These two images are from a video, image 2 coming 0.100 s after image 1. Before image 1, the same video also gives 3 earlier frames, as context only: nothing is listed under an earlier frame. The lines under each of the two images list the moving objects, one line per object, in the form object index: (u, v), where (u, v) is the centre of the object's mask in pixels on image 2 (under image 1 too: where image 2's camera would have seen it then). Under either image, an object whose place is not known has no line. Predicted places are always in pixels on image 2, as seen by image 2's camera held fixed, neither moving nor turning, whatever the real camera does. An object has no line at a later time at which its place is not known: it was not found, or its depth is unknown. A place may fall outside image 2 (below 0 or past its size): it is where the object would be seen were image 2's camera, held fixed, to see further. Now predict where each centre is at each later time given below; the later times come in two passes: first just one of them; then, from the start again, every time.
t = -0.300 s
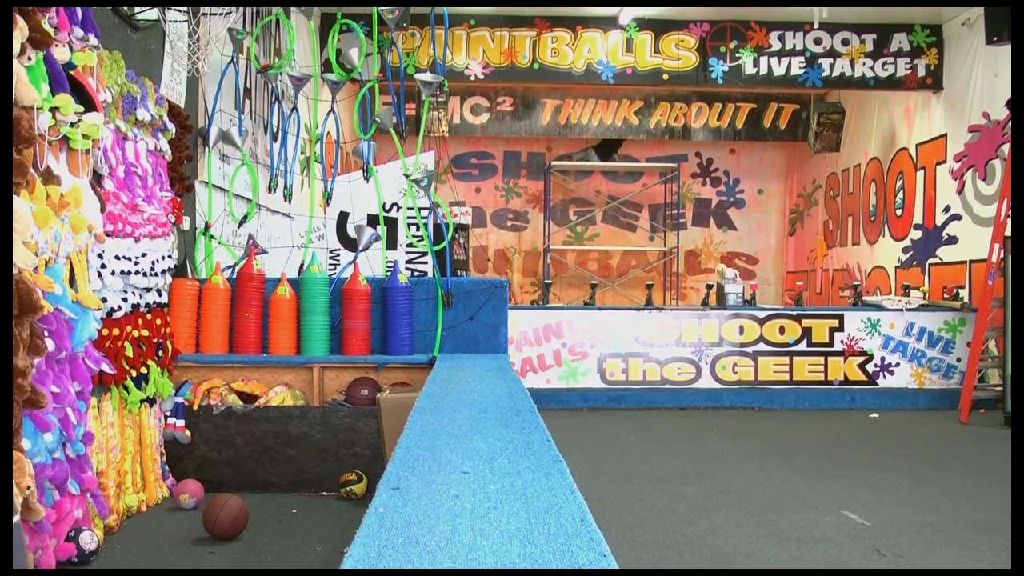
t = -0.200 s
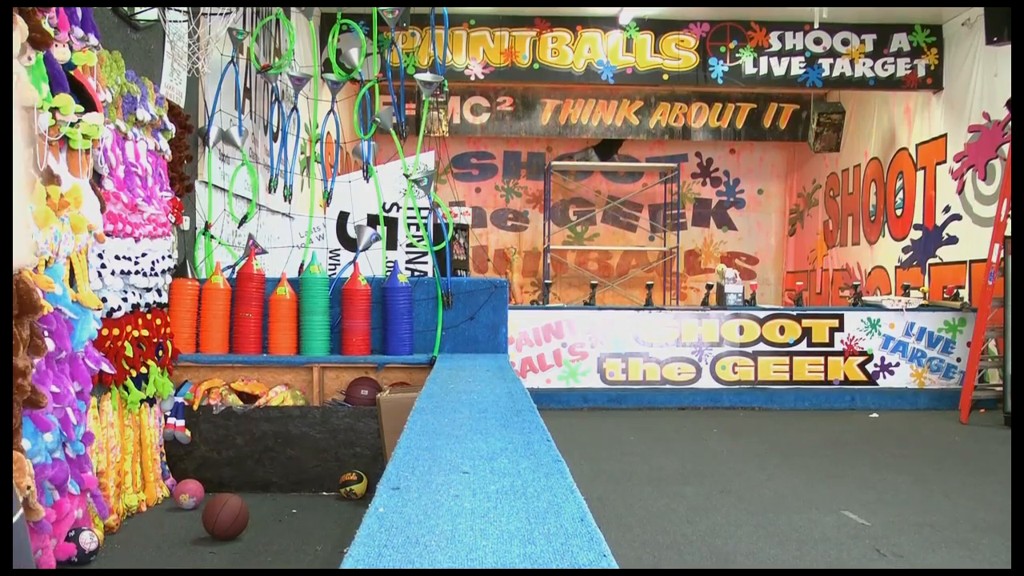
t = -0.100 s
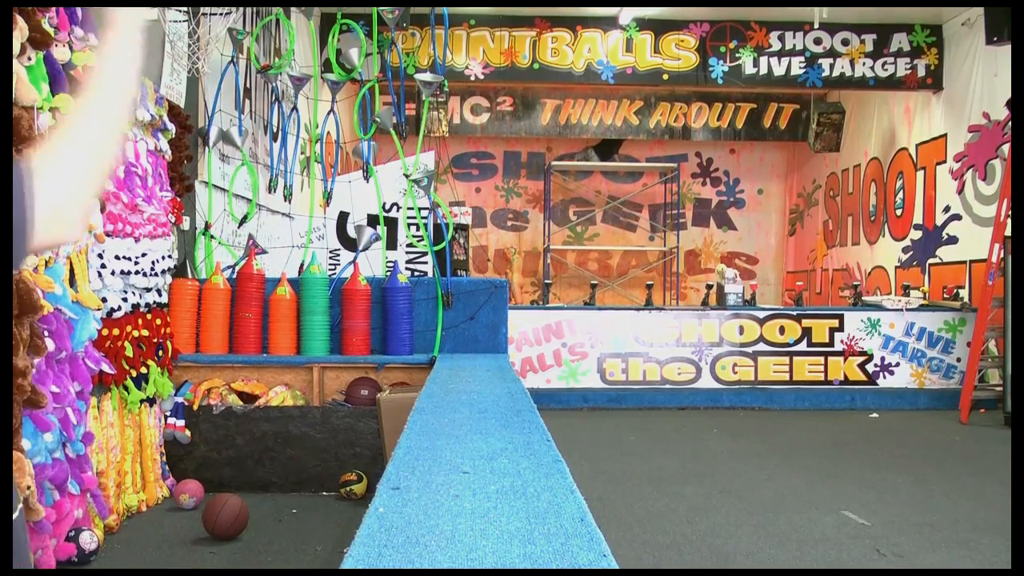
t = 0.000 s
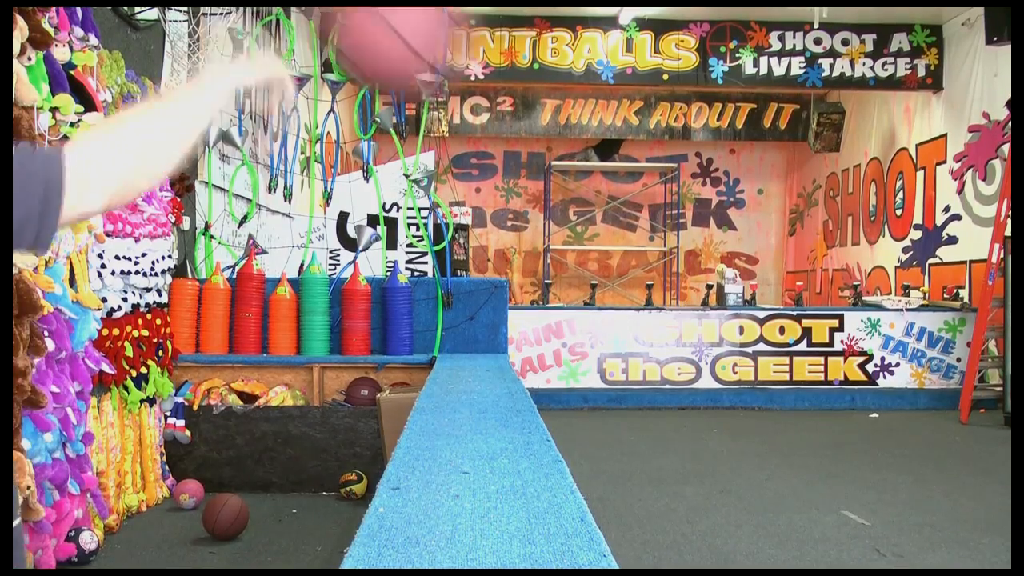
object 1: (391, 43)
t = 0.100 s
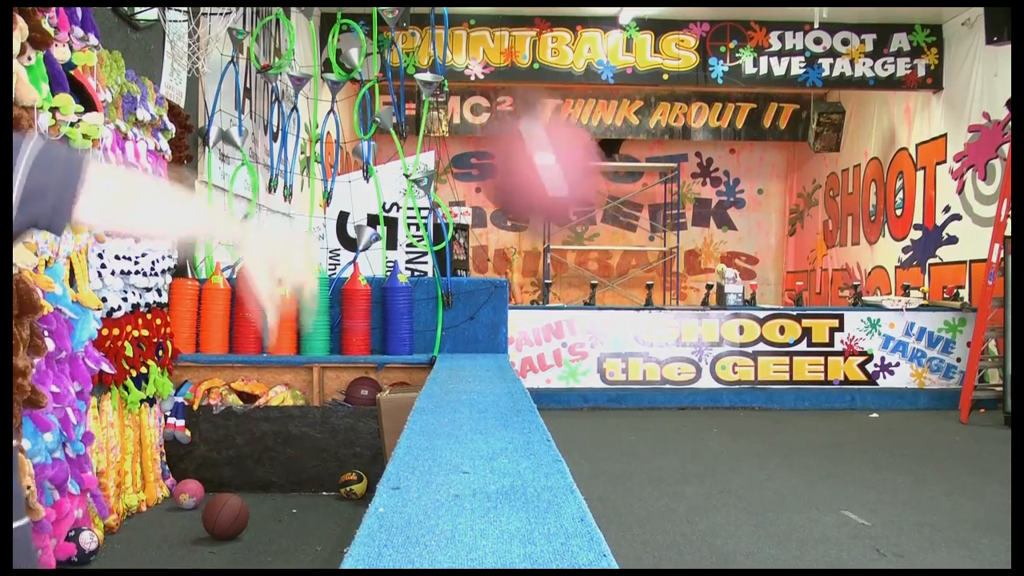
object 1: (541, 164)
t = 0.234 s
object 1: (667, 360)
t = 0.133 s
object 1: (580, 218)
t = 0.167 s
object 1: (614, 274)
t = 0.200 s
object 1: (647, 315)
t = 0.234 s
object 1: (667, 360)
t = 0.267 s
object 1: (698, 425)
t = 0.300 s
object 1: (715, 463)
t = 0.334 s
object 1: (734, 509)
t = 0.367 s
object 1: (748, 537)
